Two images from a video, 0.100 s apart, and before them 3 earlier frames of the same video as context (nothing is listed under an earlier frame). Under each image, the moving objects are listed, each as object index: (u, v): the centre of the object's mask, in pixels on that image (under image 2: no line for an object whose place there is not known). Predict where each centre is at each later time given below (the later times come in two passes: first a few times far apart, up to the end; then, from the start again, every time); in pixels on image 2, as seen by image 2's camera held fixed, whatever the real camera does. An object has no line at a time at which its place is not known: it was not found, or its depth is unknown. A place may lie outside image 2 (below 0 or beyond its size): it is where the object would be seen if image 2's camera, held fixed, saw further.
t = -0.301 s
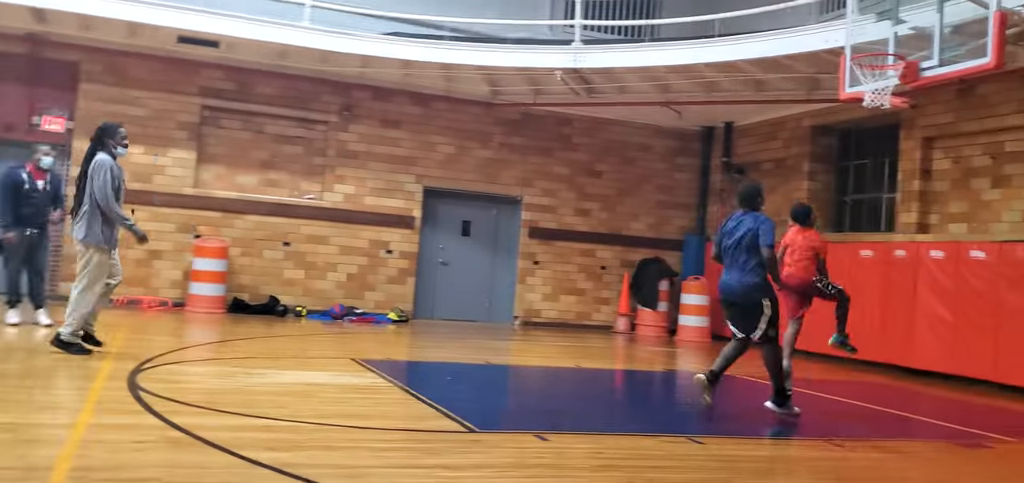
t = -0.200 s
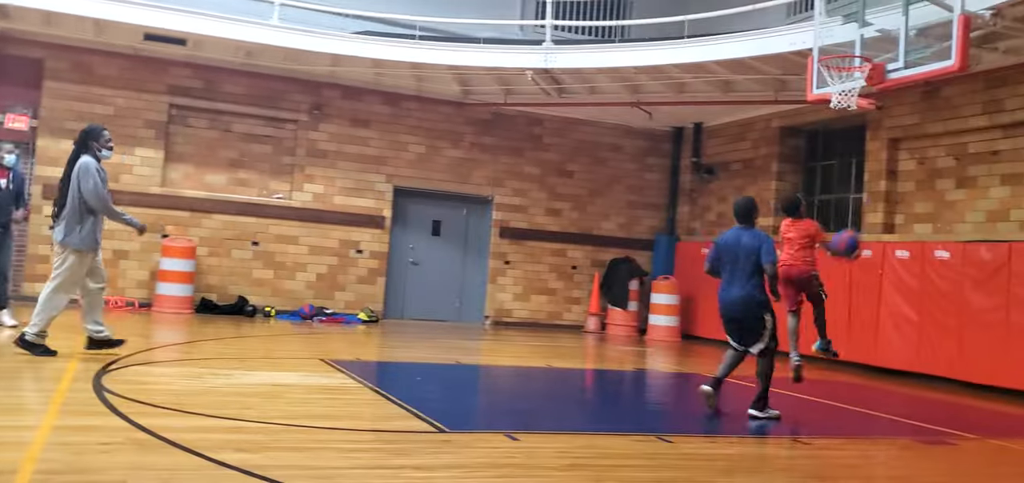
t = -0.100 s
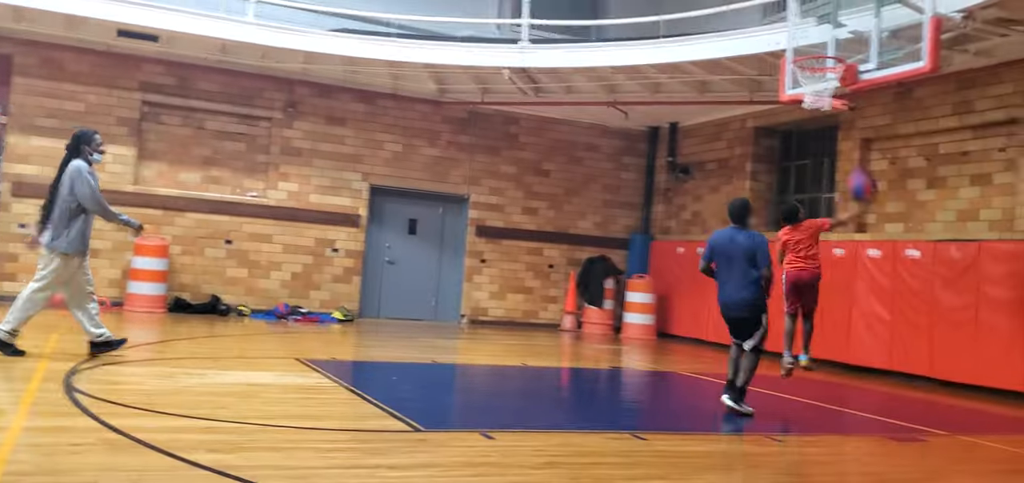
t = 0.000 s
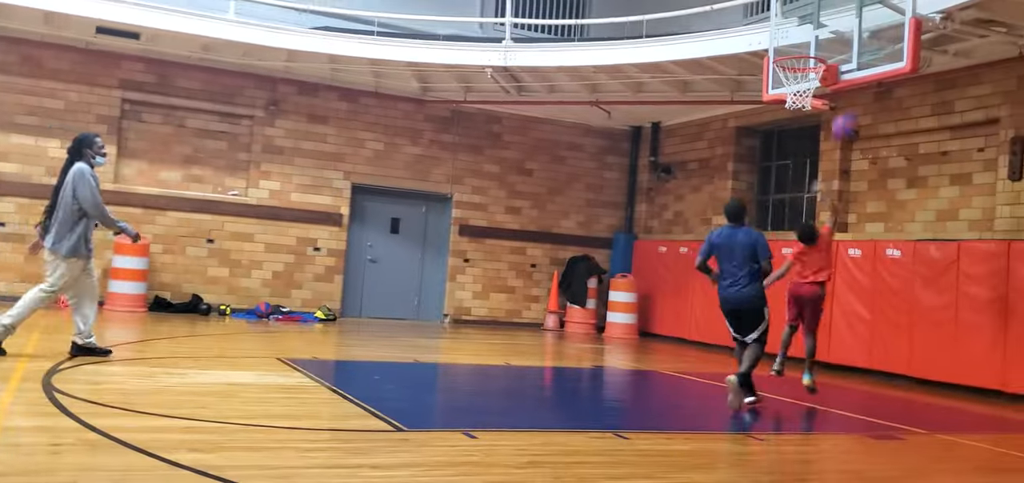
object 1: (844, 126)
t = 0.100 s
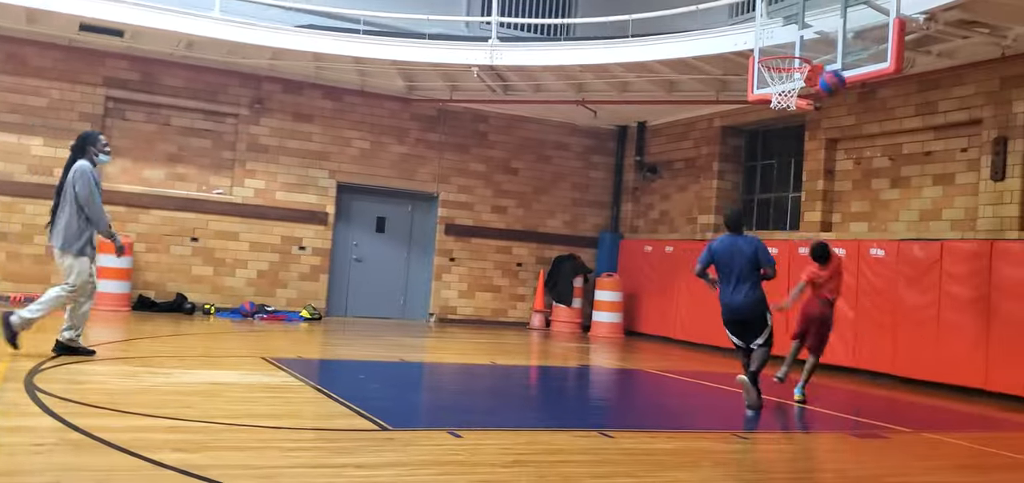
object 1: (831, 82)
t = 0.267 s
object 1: (830, 35)
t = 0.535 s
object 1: (814, 19)
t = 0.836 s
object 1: (782, 49)
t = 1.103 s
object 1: (800, 32)
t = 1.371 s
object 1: (819, 77)
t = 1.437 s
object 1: (823, 100)
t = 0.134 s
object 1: (830, 69)
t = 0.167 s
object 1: (832, 60)
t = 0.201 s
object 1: (831, 50)
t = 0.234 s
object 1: (832, 41)
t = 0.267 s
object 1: (830, 35)
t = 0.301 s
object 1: (831, 29)
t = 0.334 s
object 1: (831, 24)
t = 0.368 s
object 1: (831, 20)
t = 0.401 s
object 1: (831, 18)
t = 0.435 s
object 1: (828, 17)
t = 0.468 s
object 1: (823, 16)
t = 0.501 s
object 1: (818, 17)
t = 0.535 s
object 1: (814, 19)
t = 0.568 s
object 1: (809, 22)
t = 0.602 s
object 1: (804, 25)
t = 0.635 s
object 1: (799, 30)
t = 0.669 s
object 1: (795, 37)
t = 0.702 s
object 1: (791, 44)
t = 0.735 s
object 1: (785, 49)
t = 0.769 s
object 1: (782, 51)
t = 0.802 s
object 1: (782, 51)
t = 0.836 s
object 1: (782, 49)
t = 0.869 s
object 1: (781, 48)
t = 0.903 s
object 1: (782, 47)
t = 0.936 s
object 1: (785, 43)
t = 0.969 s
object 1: (788, 38)
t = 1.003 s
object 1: (791, 35)
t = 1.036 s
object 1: (794, 33)
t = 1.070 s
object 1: (797, 32)
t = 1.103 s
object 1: (800, 32)
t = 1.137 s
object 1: (802, 34)
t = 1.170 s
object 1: (805, 36)
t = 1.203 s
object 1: (808, 40)
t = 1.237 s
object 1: (810, 46)
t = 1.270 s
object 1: (813, 52)
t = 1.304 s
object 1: (815, 59)
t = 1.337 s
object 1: (817, 68)
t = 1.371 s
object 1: (819, 77)
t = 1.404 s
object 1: (820, 88)
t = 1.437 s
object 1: (823, 100)
